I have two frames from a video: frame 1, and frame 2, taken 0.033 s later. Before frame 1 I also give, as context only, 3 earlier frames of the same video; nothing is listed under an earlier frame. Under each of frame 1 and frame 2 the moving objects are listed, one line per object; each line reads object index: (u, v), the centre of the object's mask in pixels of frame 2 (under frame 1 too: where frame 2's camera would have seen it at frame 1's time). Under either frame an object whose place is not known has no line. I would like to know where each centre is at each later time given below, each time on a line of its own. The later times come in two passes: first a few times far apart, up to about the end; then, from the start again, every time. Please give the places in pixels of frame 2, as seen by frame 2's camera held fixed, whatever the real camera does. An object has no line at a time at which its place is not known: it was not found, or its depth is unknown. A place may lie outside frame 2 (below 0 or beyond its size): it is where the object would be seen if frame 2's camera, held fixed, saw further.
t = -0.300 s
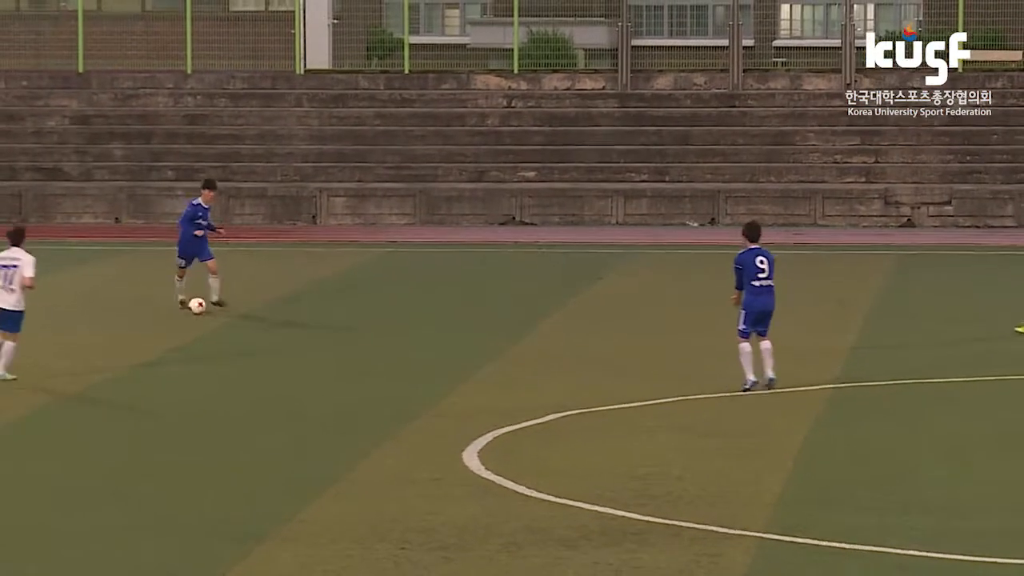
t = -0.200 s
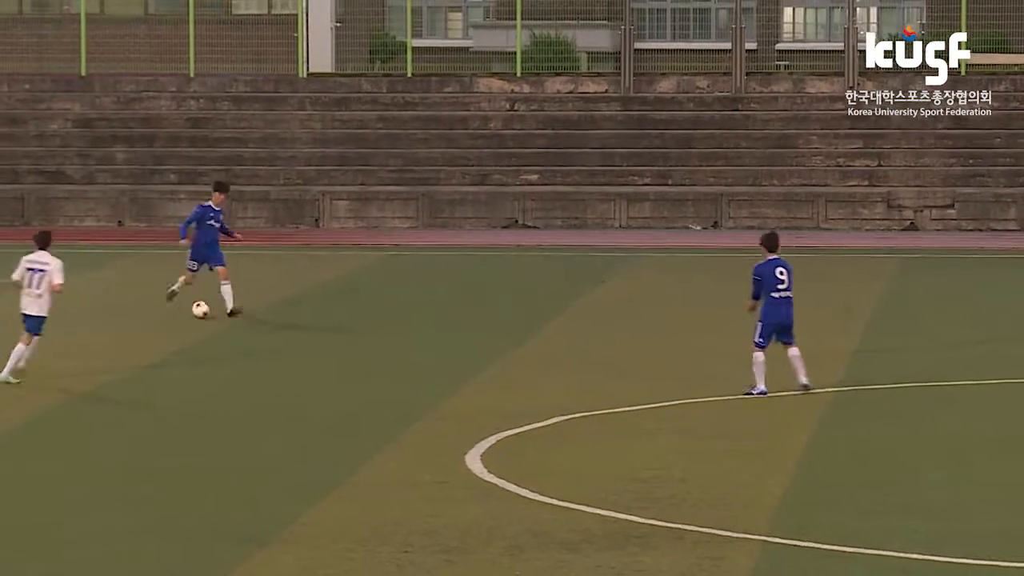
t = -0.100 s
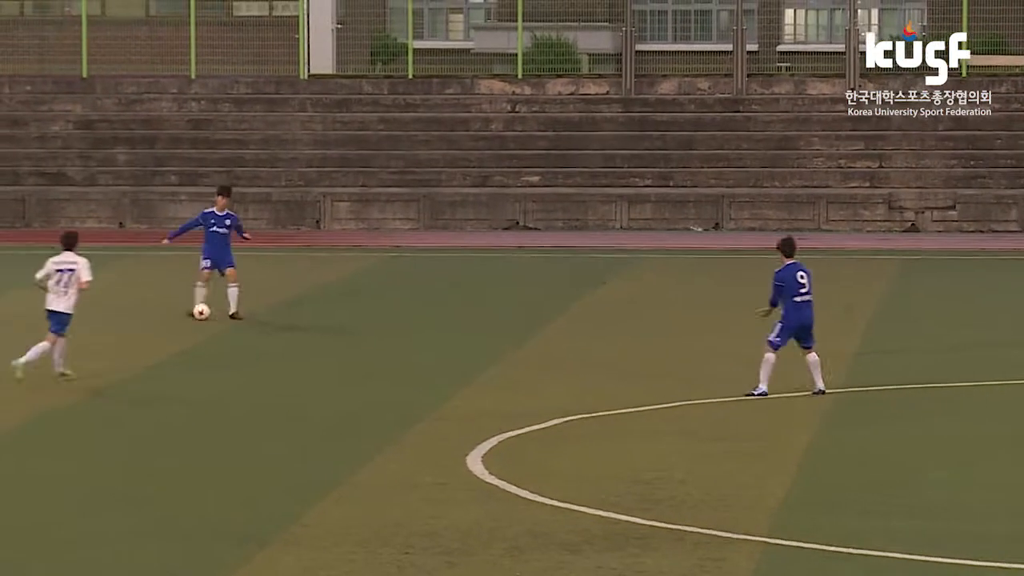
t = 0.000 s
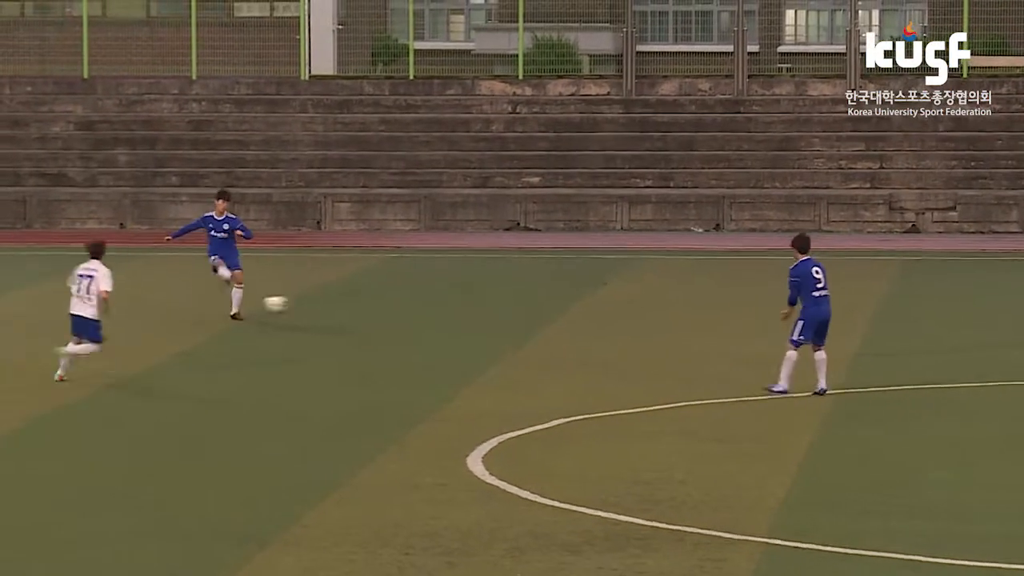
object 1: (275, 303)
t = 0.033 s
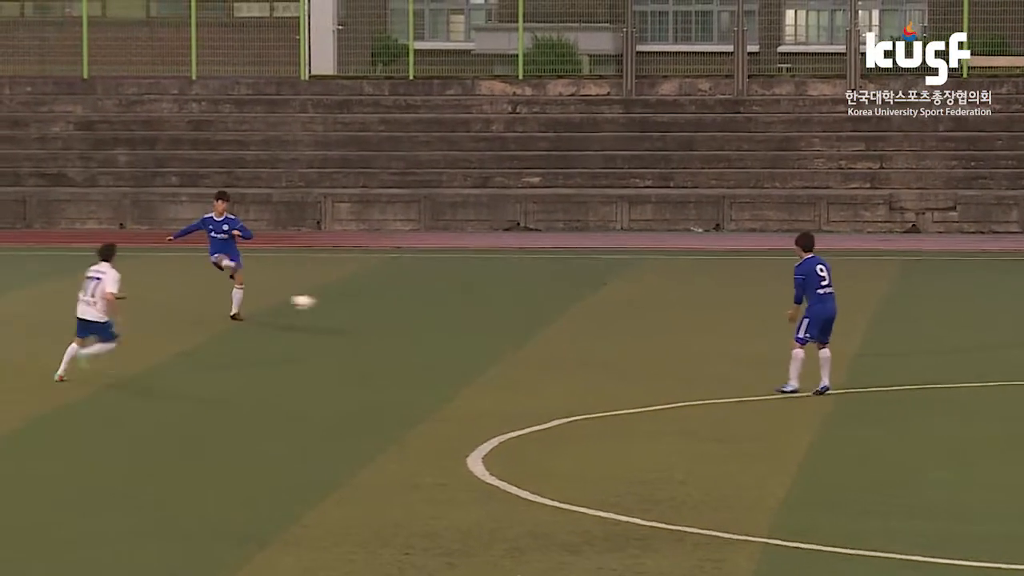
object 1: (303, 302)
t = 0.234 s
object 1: (476, 317)
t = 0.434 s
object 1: (659, 348)
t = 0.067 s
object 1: (331, 300)
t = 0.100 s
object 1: (359, 302)
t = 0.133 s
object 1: (387, 304)
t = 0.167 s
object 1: (417, 307)
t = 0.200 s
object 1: (446, 311)
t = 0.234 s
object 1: (476, 317)
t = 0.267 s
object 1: (506, 323)
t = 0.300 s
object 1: (536, 330)
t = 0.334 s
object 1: (568, 339)
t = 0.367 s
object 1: (601, 350)
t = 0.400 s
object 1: (631, 353)
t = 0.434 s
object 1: (659, 348)
